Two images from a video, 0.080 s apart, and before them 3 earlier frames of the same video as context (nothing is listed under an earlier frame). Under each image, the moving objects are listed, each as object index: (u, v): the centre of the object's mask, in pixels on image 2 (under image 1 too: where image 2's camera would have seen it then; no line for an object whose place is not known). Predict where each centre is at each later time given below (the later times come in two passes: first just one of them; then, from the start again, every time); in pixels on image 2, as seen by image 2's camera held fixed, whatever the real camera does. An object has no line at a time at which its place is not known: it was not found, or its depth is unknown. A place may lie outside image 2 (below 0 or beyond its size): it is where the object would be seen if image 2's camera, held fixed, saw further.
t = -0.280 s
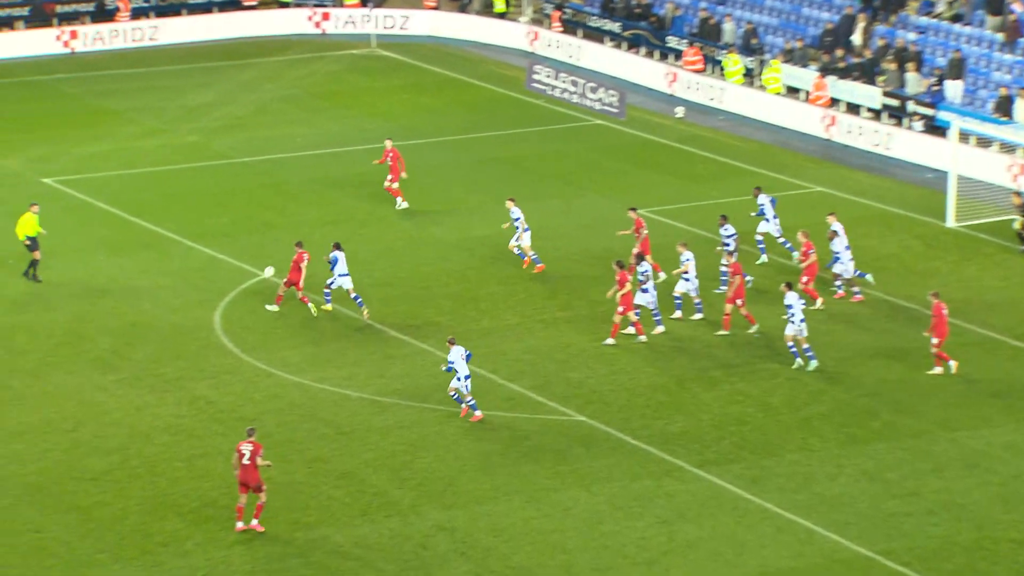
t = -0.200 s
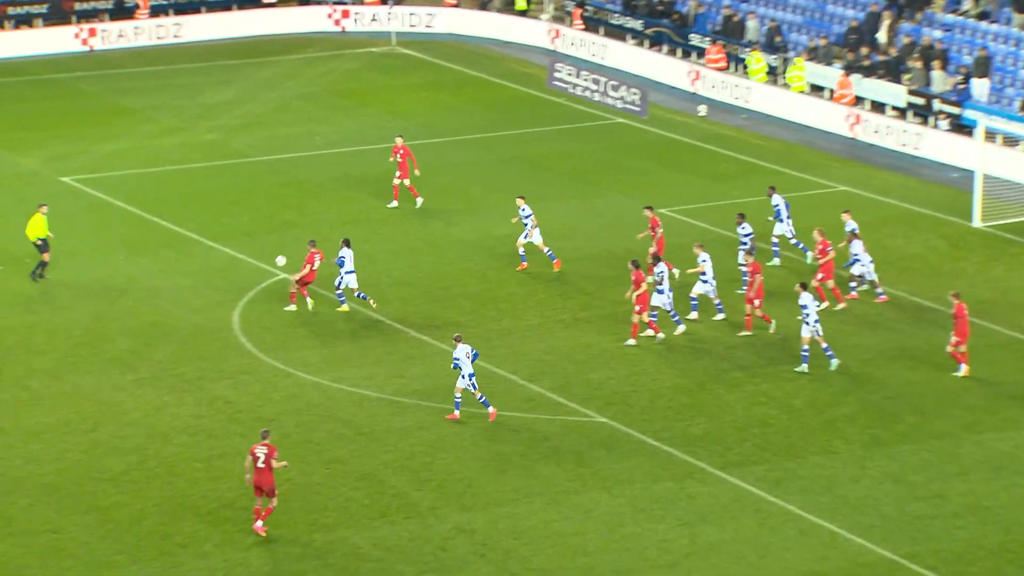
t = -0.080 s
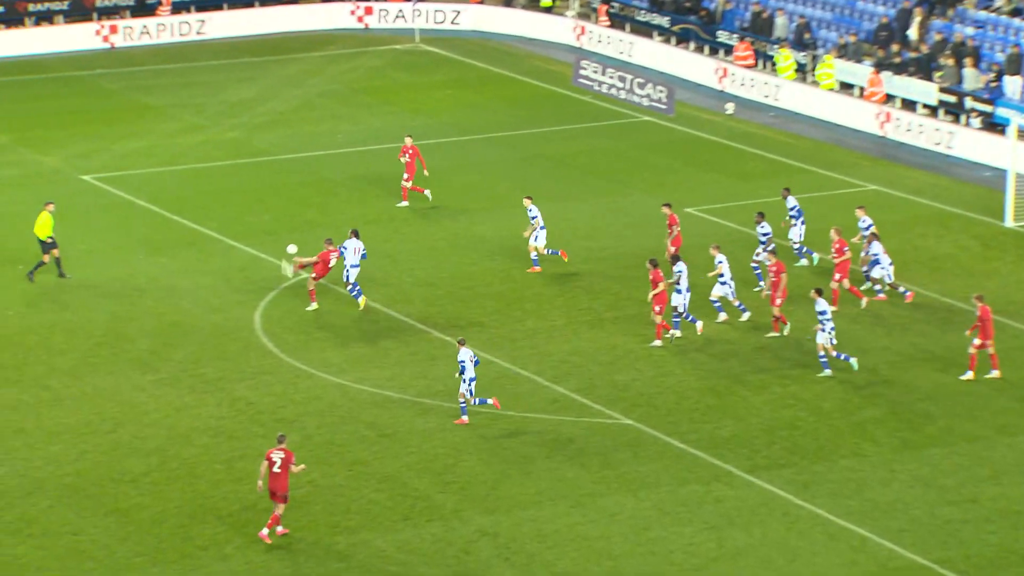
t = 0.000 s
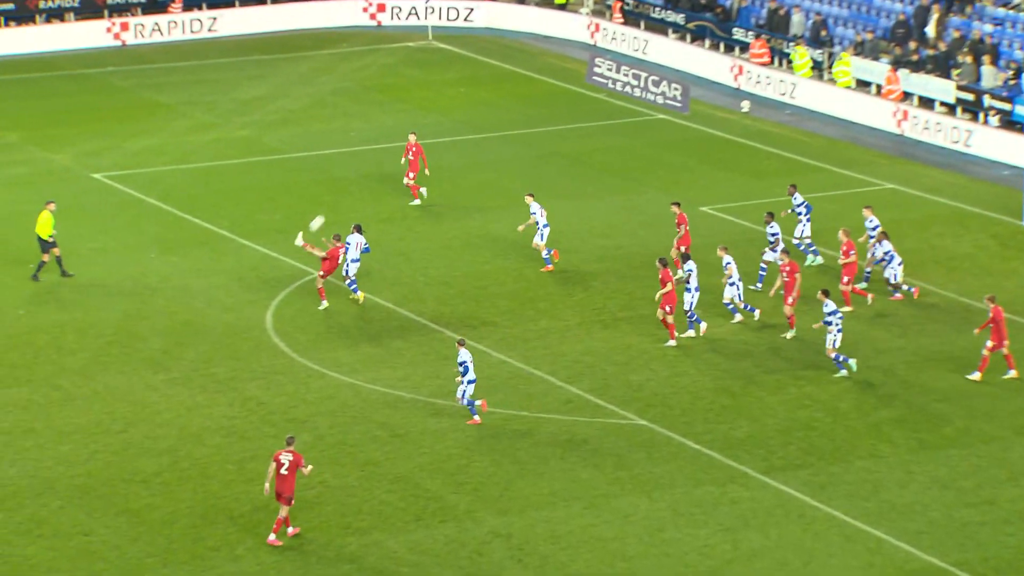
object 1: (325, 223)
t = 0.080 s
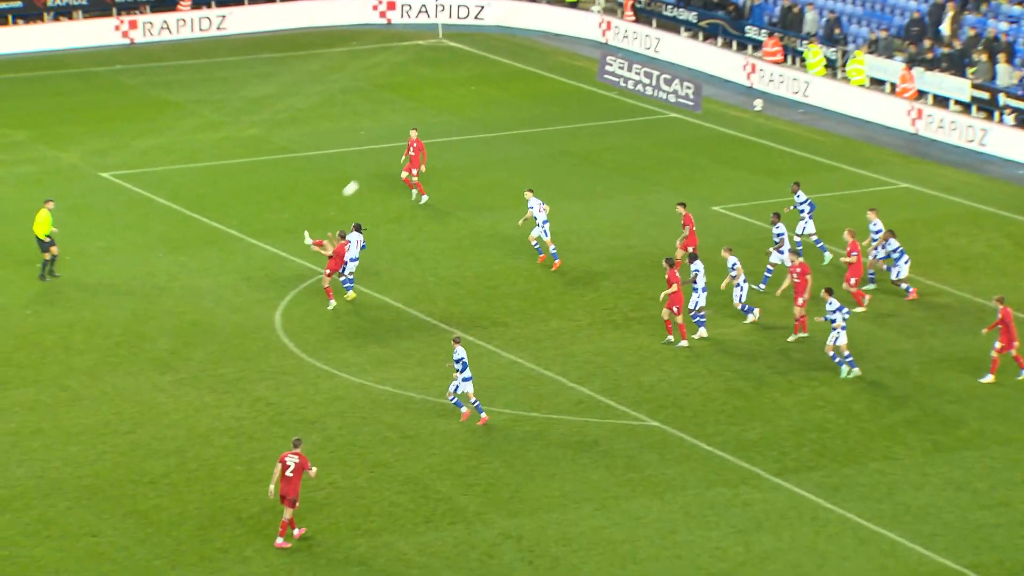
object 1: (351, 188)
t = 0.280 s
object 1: (416, 117)
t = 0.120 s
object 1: (363, 173)
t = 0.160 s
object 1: (376, 157)
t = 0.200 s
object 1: (389, 144)
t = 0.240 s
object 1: (401, 130)
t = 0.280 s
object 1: (416, 117)
